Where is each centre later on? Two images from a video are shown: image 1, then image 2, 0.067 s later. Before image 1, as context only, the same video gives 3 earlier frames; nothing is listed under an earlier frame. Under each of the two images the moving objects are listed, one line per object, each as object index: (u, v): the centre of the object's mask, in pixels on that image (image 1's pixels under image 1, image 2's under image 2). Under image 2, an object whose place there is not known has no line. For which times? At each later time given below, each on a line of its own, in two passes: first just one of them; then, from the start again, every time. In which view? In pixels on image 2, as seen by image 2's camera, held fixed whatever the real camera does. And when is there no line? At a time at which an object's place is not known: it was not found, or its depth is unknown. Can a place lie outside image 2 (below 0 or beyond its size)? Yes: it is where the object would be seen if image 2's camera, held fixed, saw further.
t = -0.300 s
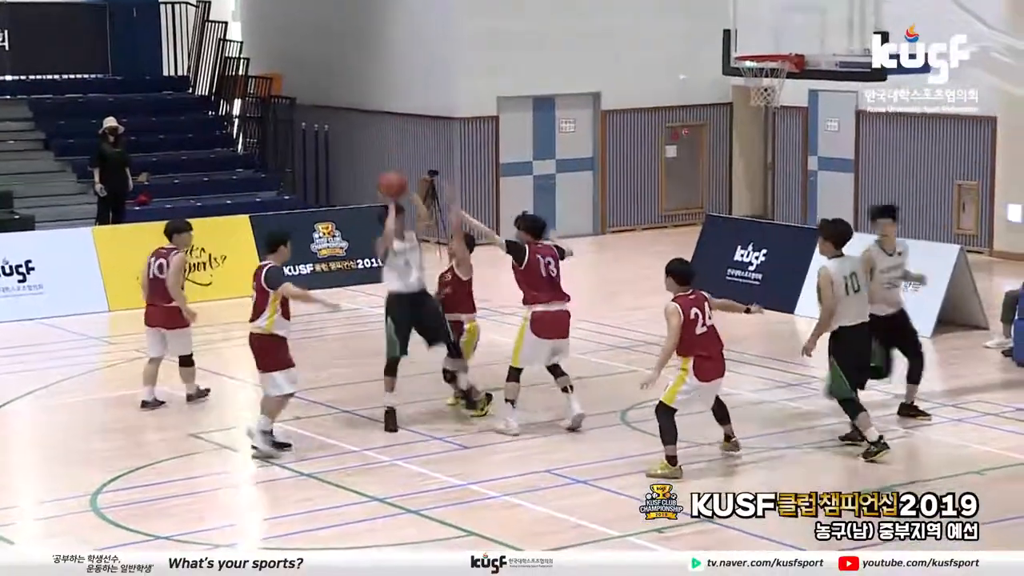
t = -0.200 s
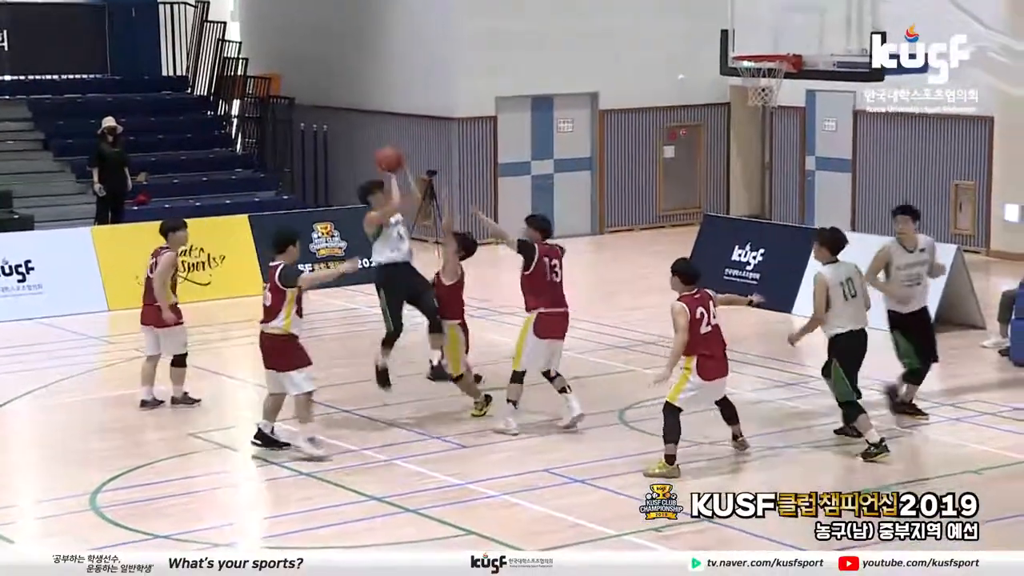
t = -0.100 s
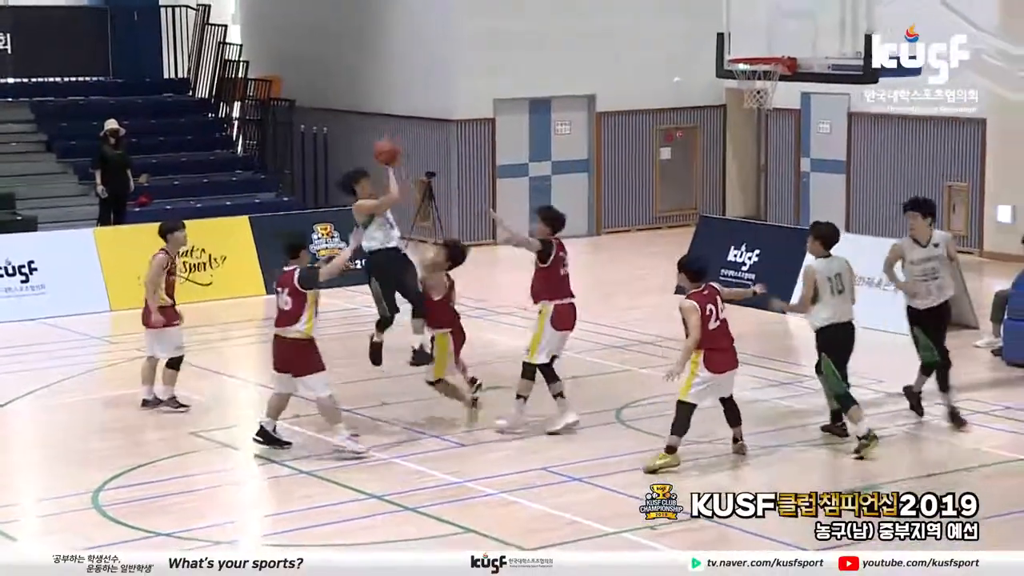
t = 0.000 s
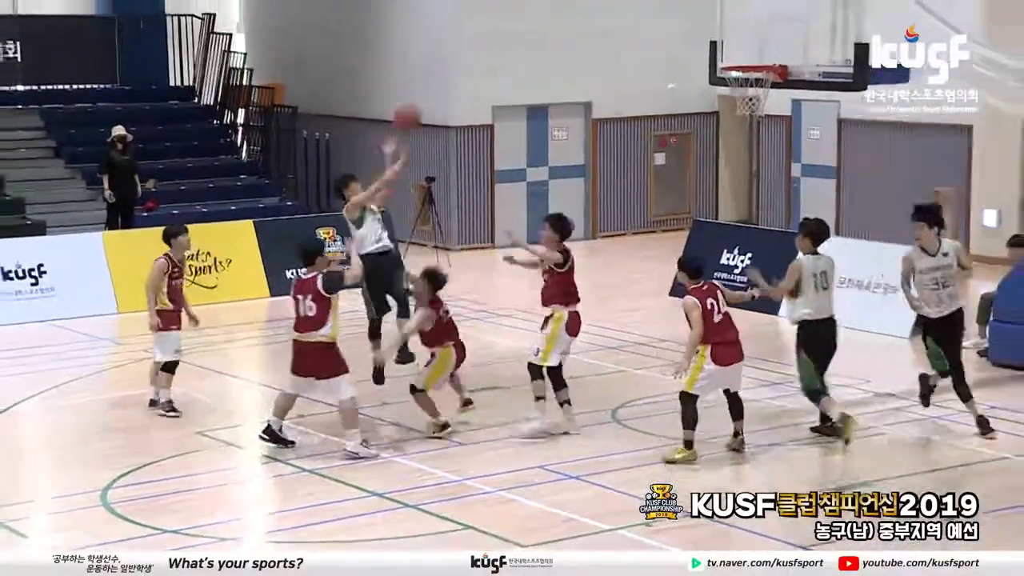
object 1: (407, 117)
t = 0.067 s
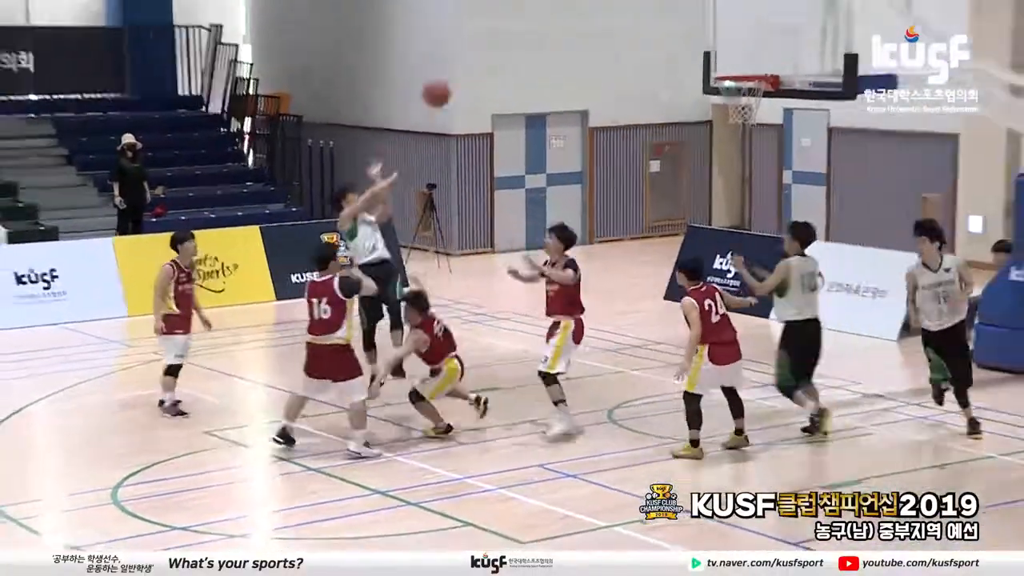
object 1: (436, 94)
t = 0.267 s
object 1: (516, 45)
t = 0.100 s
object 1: (450, 81)
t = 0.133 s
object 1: (464, 71)
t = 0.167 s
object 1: (478, 64)
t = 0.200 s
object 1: (492, 57)
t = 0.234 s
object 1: (504, 50)
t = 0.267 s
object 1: (516, 45)
